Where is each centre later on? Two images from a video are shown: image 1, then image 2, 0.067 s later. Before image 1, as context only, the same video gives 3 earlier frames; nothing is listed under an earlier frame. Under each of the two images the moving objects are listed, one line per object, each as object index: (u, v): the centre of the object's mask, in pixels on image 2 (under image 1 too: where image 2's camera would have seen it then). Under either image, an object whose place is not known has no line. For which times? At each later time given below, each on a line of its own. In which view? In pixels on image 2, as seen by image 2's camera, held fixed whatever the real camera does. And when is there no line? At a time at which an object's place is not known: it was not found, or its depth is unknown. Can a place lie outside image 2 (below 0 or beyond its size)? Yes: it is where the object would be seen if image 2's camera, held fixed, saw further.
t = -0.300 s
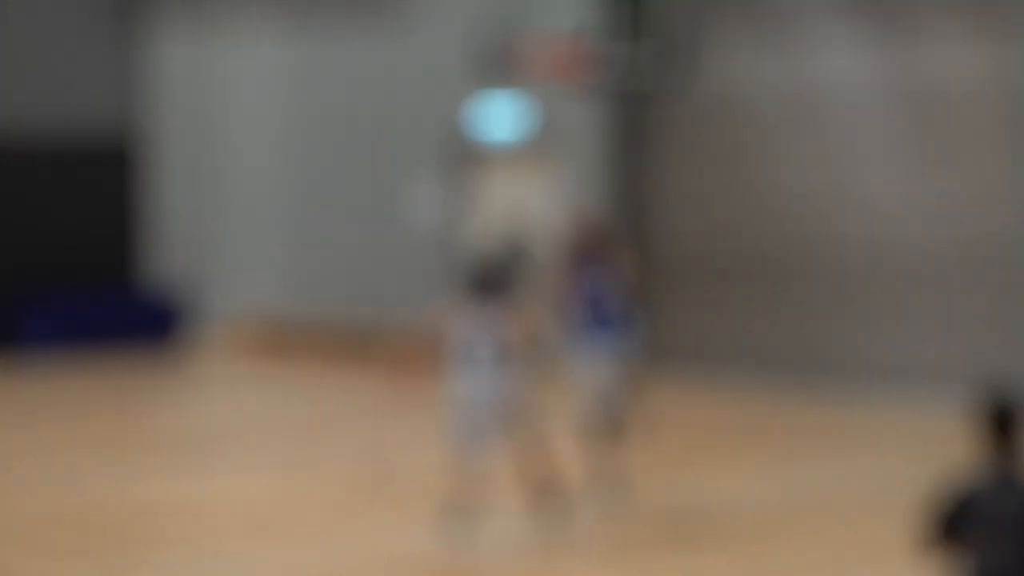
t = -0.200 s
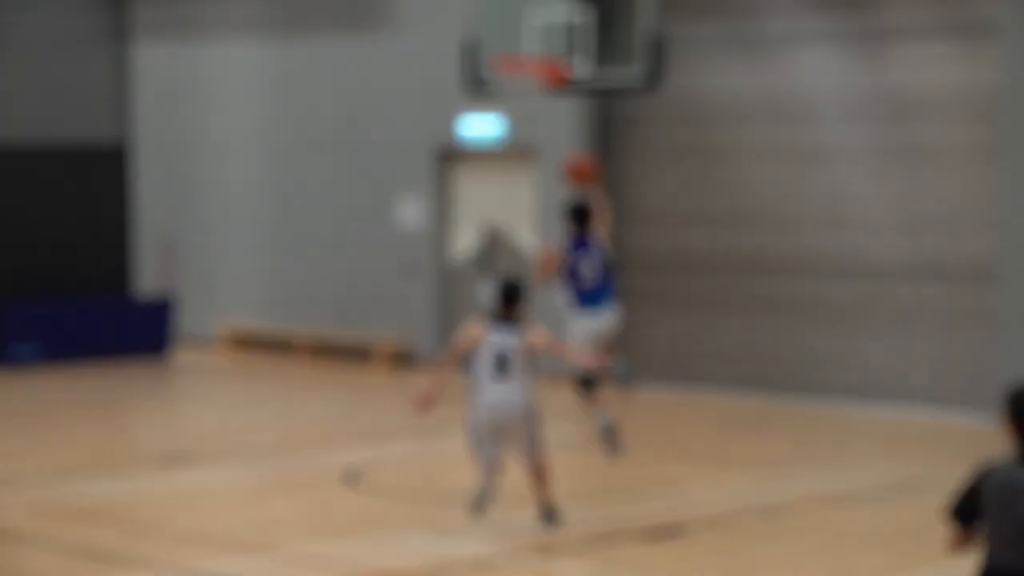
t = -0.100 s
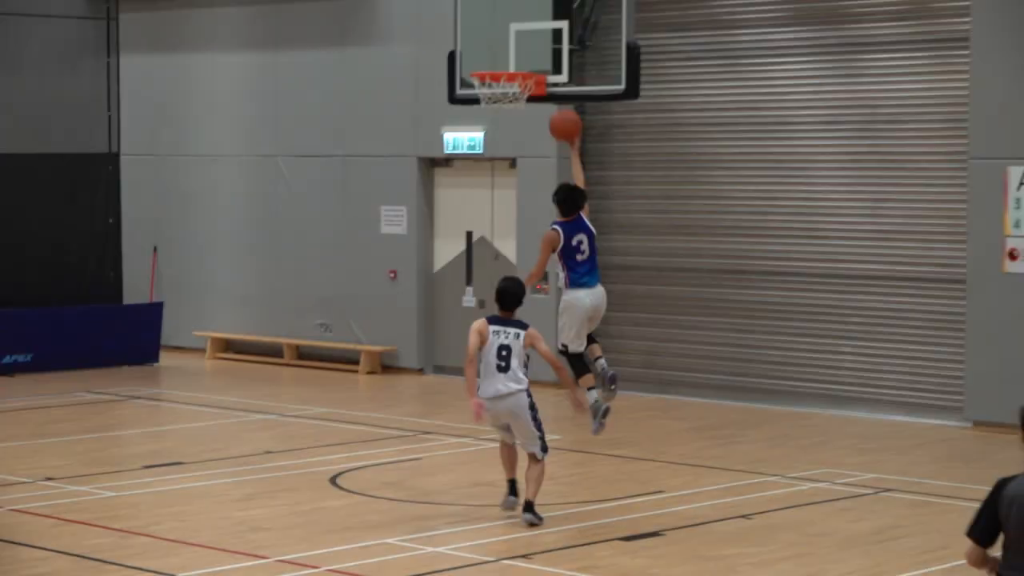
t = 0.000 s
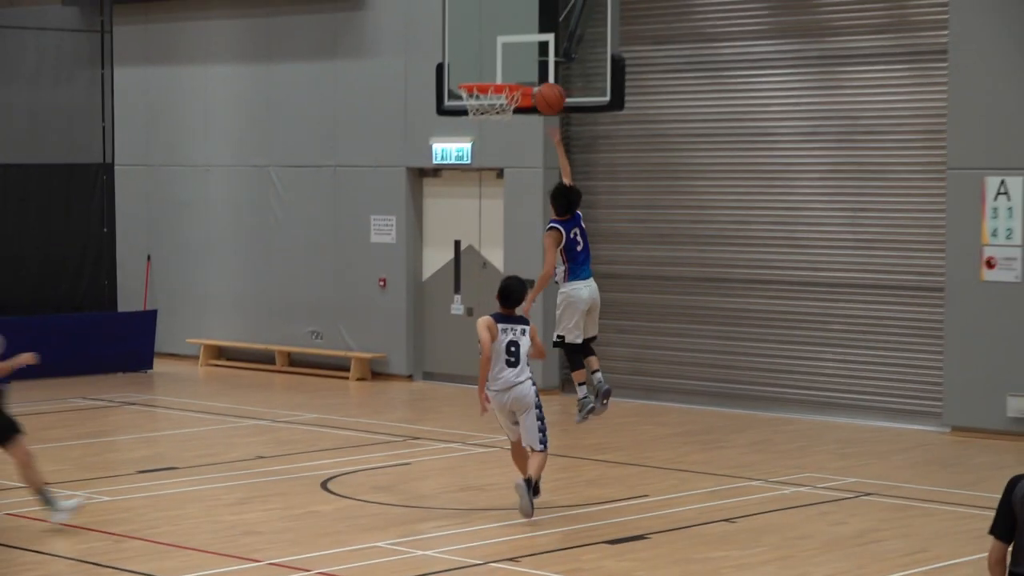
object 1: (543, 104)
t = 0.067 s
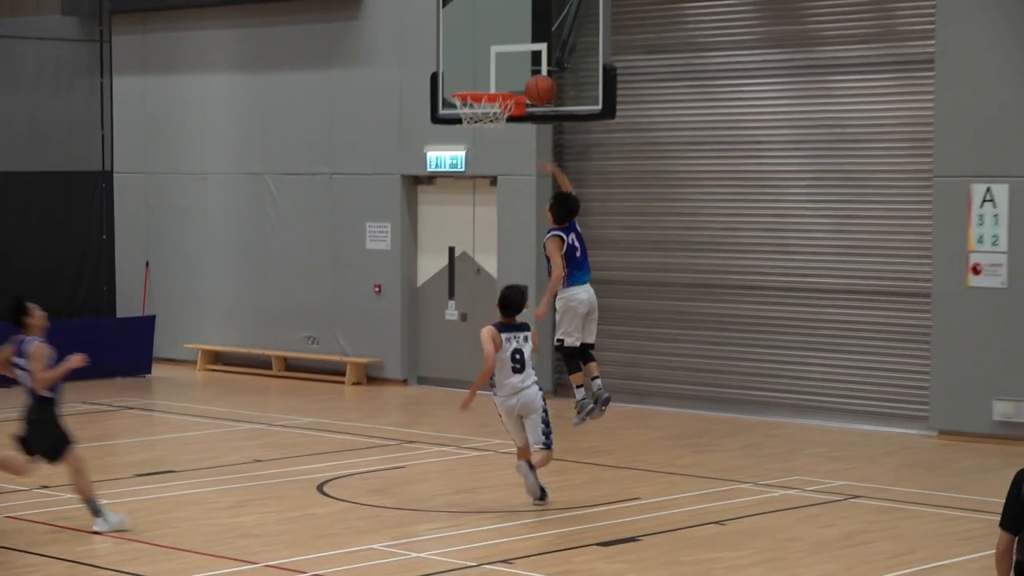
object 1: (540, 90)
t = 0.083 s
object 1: (538, 87)
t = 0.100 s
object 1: (535, 86)
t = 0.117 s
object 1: (531, 84)
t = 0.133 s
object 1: (528, 83)
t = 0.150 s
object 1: (525, 82)
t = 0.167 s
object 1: (522, 82)
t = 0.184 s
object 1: (518, 81)
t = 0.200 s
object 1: (515, 81)
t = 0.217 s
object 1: (512, 81)
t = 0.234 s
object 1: (509, 82)
